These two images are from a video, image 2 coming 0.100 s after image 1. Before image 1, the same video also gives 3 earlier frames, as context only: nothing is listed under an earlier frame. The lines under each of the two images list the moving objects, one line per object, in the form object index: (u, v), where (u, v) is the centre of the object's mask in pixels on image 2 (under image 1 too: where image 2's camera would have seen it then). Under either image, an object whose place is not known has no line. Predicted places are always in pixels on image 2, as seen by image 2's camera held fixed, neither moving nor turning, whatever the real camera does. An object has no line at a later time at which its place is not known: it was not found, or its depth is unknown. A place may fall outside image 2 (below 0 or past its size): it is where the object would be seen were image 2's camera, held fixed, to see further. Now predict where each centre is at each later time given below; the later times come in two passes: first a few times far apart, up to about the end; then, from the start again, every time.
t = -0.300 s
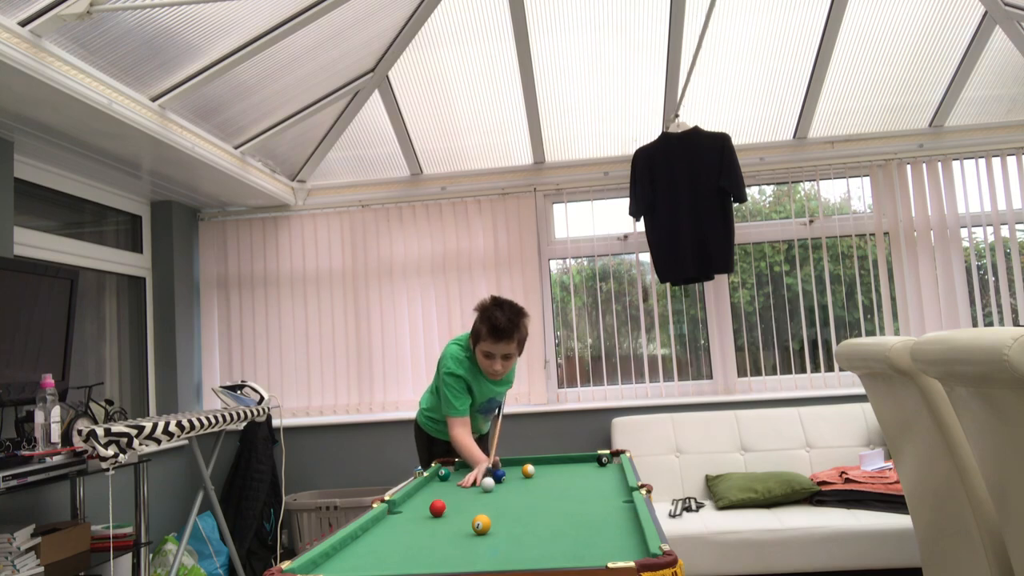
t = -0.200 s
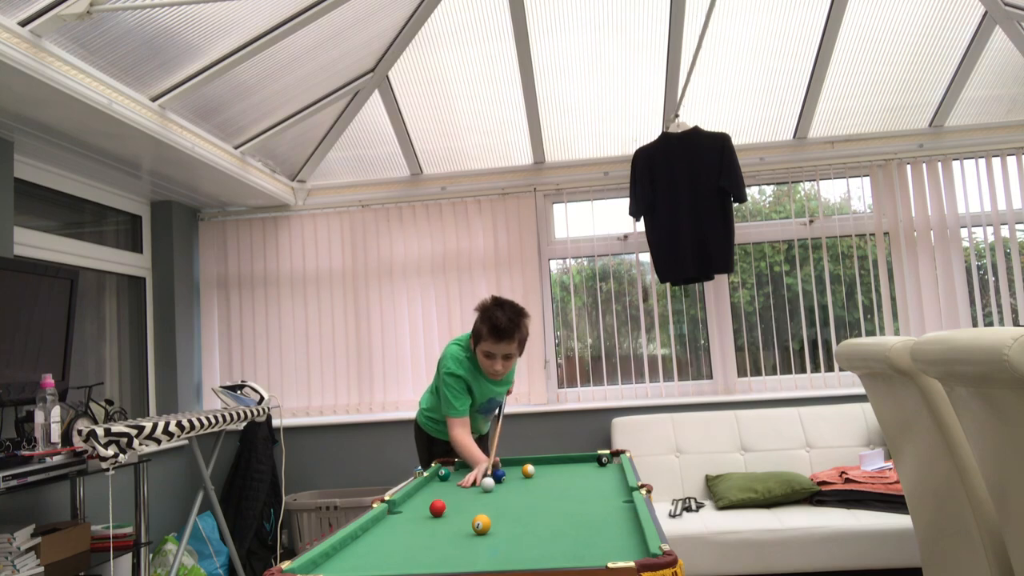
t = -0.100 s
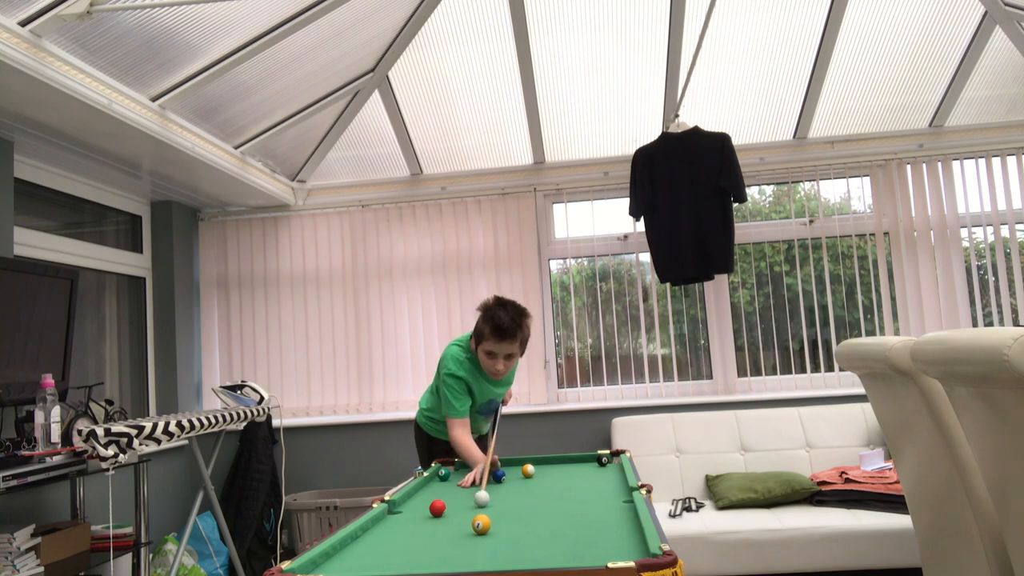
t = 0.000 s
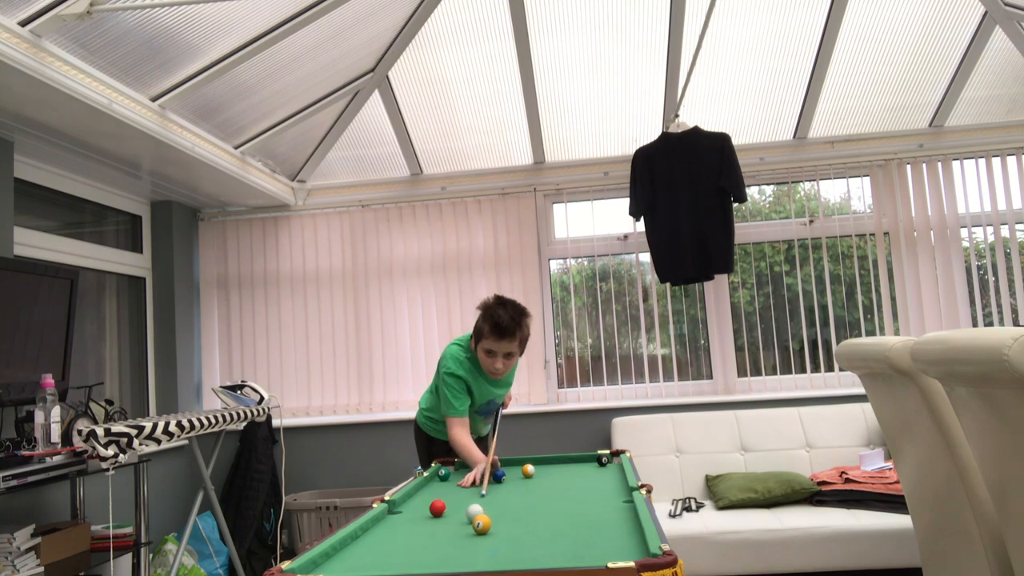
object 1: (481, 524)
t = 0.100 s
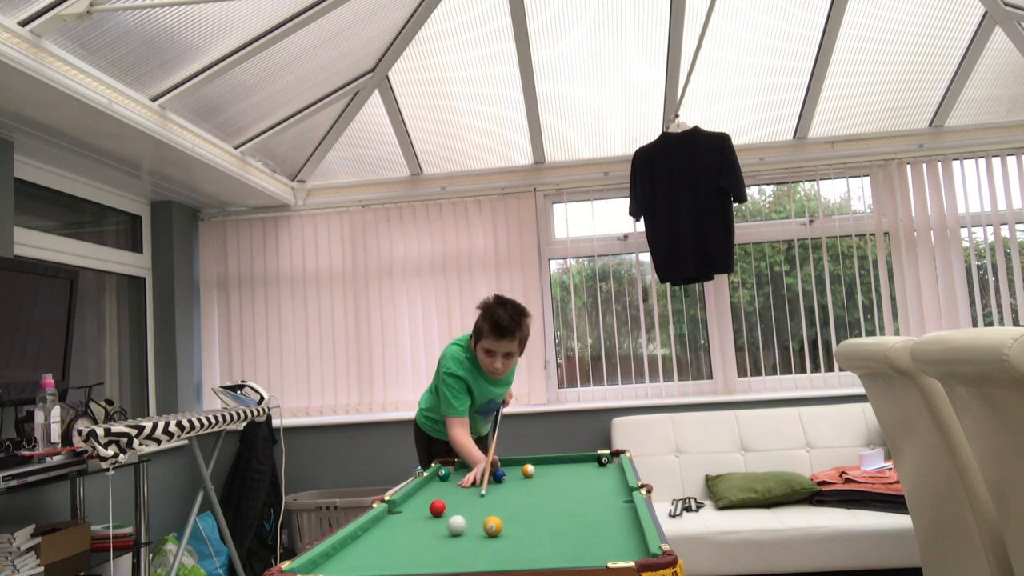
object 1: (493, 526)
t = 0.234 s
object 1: (523, 532)
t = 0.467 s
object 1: (577, 541)
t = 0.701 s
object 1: (635, 549)
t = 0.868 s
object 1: (621, 553)
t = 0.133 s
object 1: (501, 528)
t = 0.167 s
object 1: (508, 529)
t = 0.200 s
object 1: (515, 530)
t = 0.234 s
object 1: (523, 532)
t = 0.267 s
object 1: (530, 533)
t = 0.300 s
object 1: (538, 535)
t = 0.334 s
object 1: (546, 536)
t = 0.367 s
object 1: (554, 537)
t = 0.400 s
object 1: (561, 538)
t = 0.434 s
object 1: (570, 540)
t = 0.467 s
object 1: (577, 541)
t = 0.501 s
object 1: (585, 543)
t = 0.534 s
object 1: (594, 544)
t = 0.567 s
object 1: (602, 545)
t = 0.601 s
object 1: (610, 547)
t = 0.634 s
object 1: (619, 548)
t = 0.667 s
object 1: (627, 549)
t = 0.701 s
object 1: (635, 549)
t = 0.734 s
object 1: (634, 550)
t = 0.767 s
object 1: (631, 551)
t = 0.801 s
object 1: (628, 552)
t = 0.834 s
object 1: (625, 553)
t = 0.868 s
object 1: (621, 553)
